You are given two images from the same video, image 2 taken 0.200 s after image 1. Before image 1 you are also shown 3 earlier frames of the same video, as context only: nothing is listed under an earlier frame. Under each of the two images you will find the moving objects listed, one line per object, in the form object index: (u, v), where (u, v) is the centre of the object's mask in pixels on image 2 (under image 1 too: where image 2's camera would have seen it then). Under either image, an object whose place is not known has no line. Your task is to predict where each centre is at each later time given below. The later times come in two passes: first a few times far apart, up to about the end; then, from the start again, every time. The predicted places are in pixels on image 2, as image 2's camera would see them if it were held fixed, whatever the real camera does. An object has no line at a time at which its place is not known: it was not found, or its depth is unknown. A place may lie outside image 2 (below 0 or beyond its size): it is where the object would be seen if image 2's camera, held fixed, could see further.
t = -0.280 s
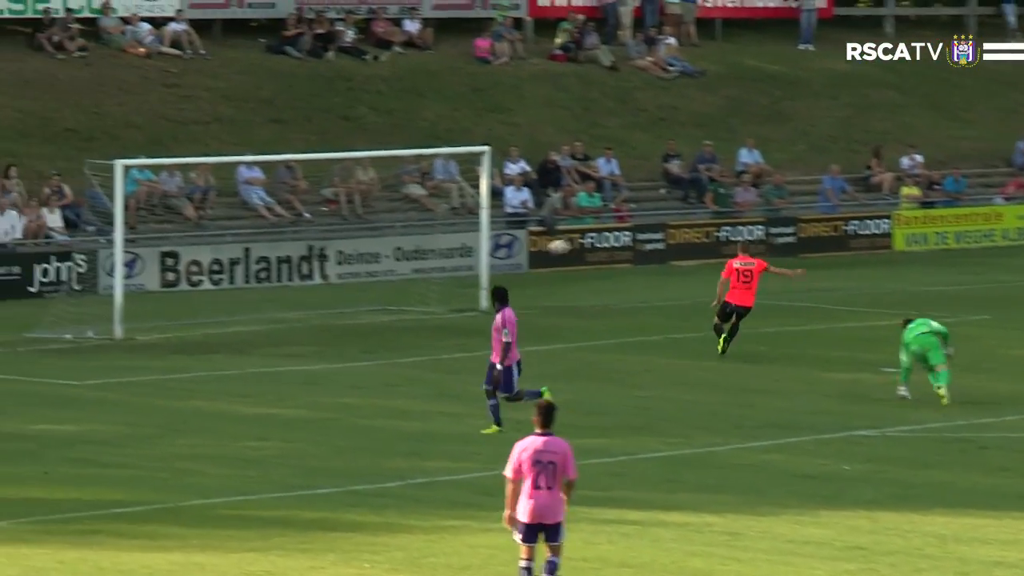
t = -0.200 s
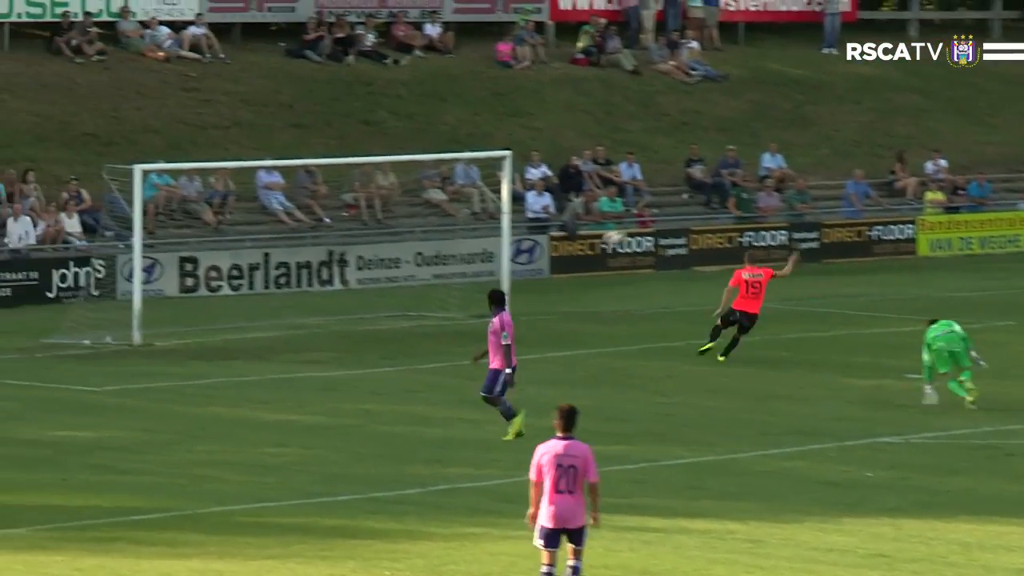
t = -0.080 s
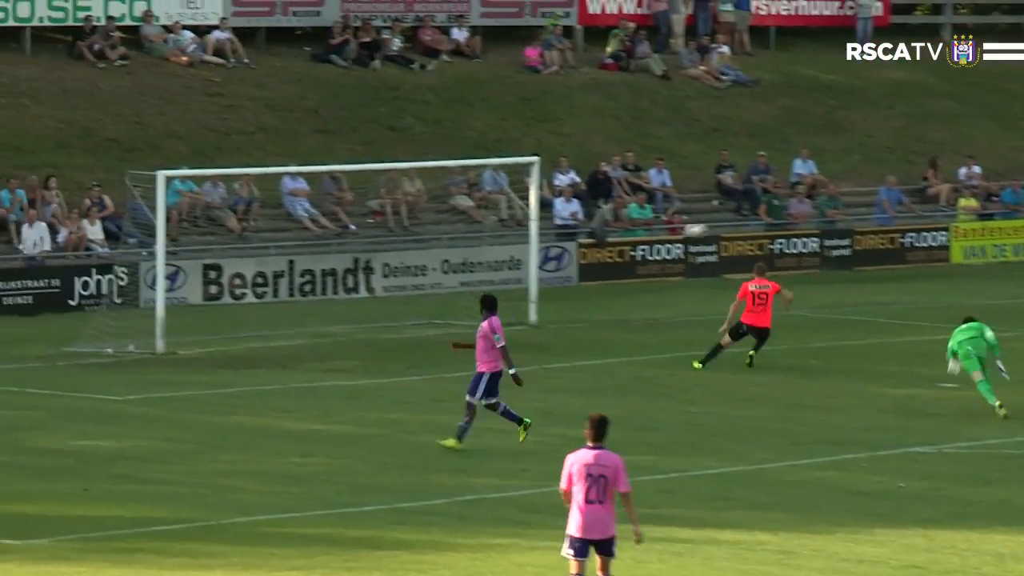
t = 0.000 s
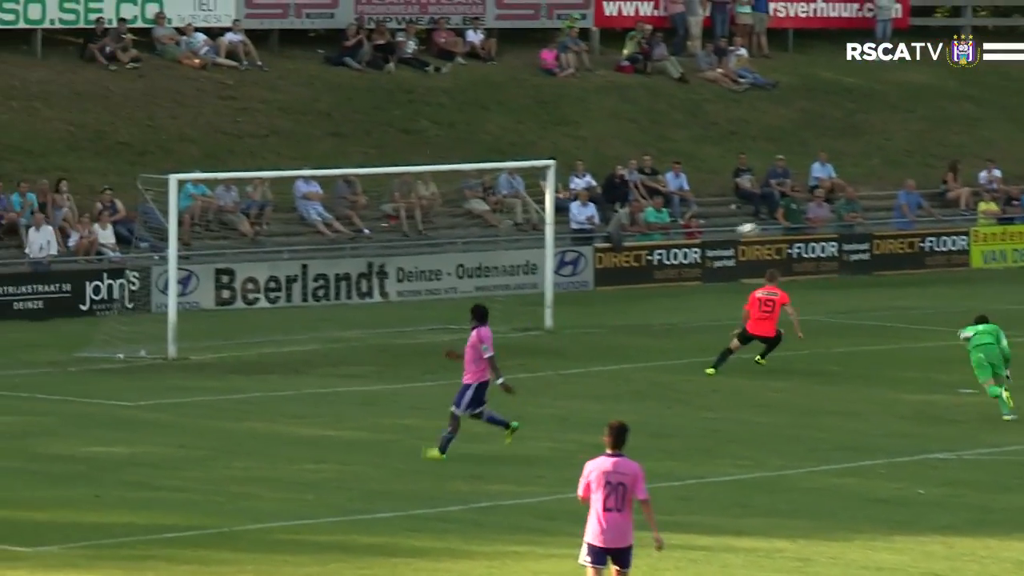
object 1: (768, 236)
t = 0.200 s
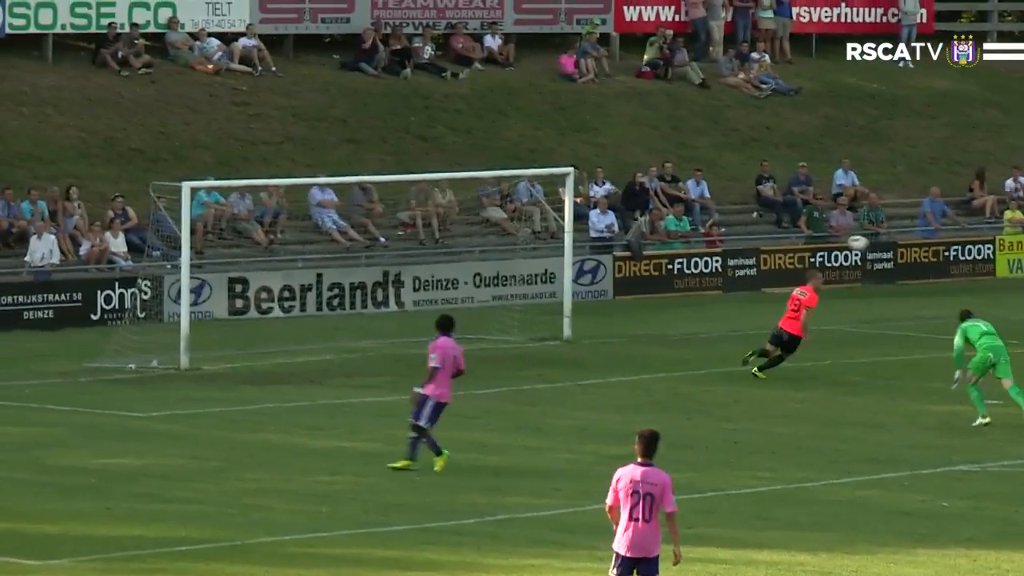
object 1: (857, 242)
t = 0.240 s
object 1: (876, 247)
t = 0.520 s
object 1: (998, 303)
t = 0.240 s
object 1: (876, 247)
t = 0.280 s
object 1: (893, 252)
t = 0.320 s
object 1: (911, 258)
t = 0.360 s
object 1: (928, 265)
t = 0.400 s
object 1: (945, 272)
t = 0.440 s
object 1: (963, 280)
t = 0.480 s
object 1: (981, 291)
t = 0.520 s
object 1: (998, 303)
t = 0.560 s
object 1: (1016, 315)
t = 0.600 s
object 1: (1034, 329)
